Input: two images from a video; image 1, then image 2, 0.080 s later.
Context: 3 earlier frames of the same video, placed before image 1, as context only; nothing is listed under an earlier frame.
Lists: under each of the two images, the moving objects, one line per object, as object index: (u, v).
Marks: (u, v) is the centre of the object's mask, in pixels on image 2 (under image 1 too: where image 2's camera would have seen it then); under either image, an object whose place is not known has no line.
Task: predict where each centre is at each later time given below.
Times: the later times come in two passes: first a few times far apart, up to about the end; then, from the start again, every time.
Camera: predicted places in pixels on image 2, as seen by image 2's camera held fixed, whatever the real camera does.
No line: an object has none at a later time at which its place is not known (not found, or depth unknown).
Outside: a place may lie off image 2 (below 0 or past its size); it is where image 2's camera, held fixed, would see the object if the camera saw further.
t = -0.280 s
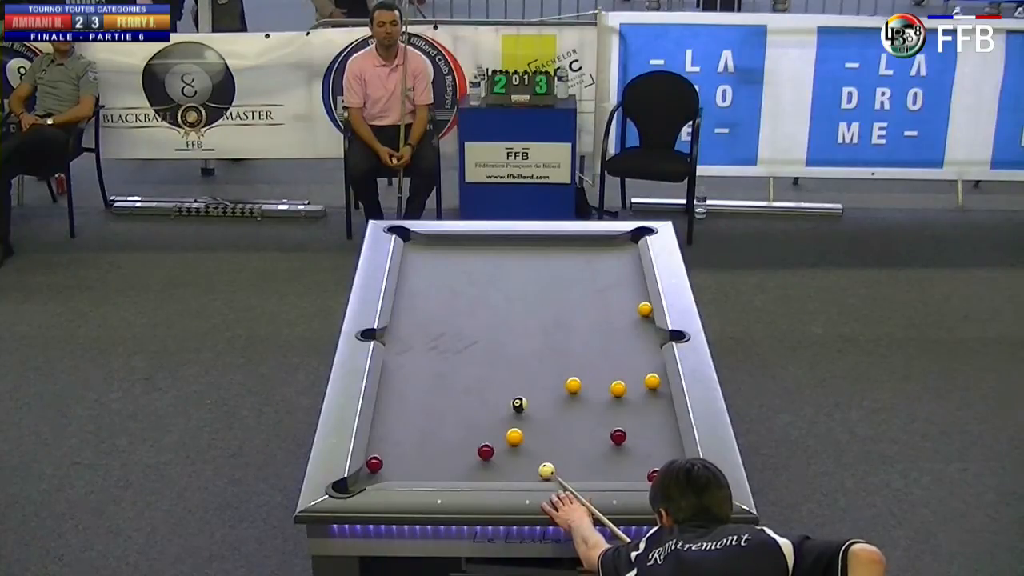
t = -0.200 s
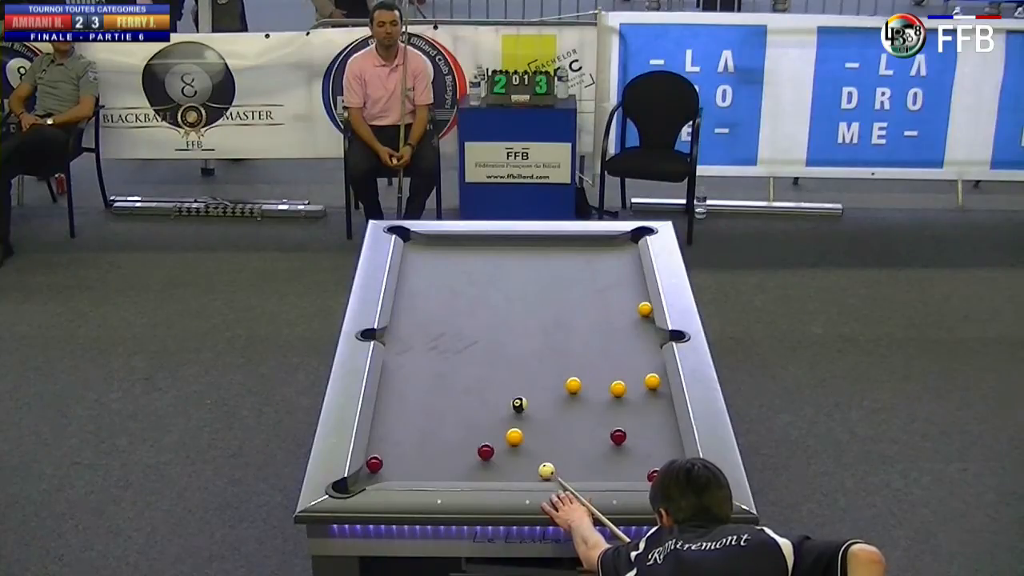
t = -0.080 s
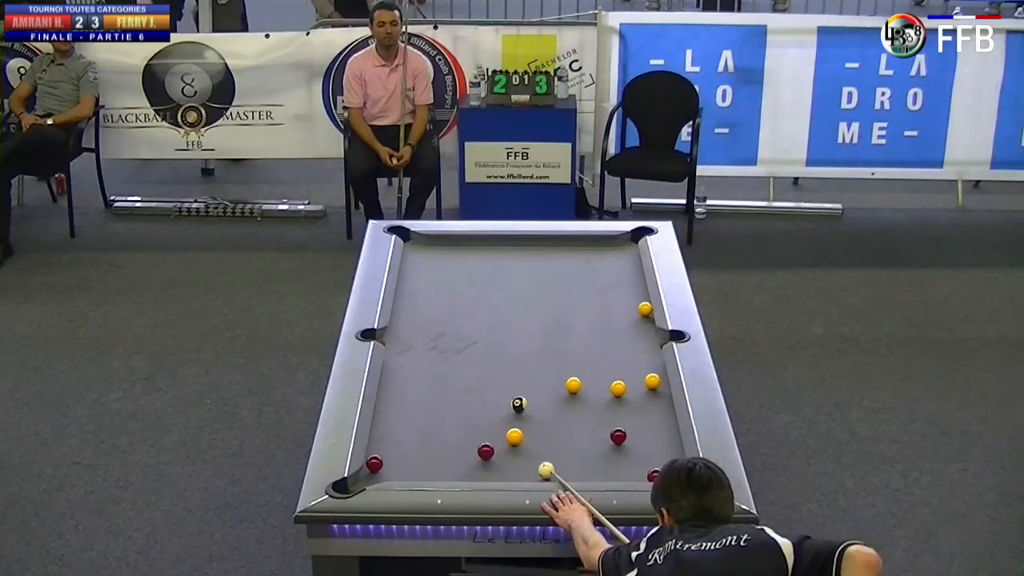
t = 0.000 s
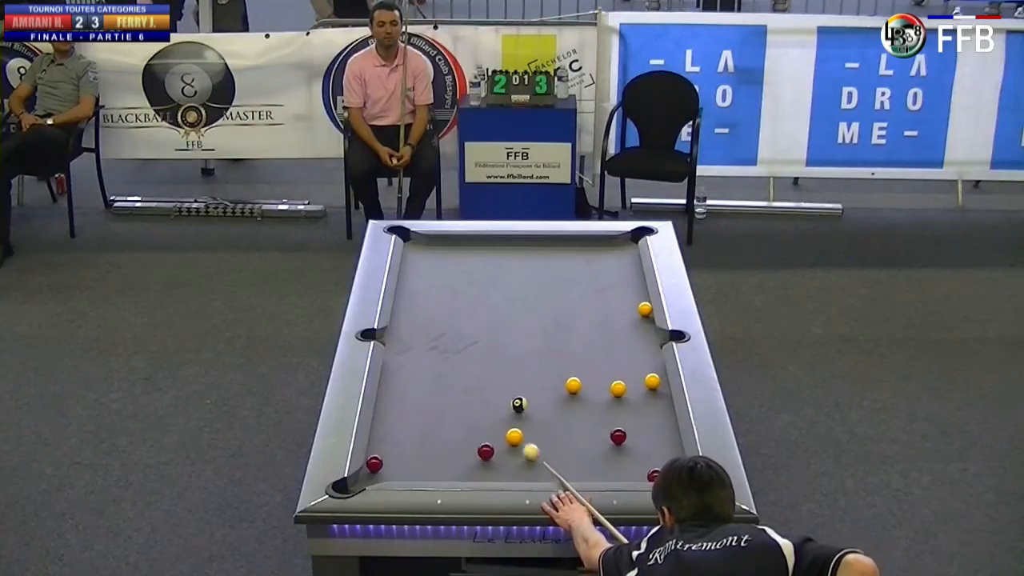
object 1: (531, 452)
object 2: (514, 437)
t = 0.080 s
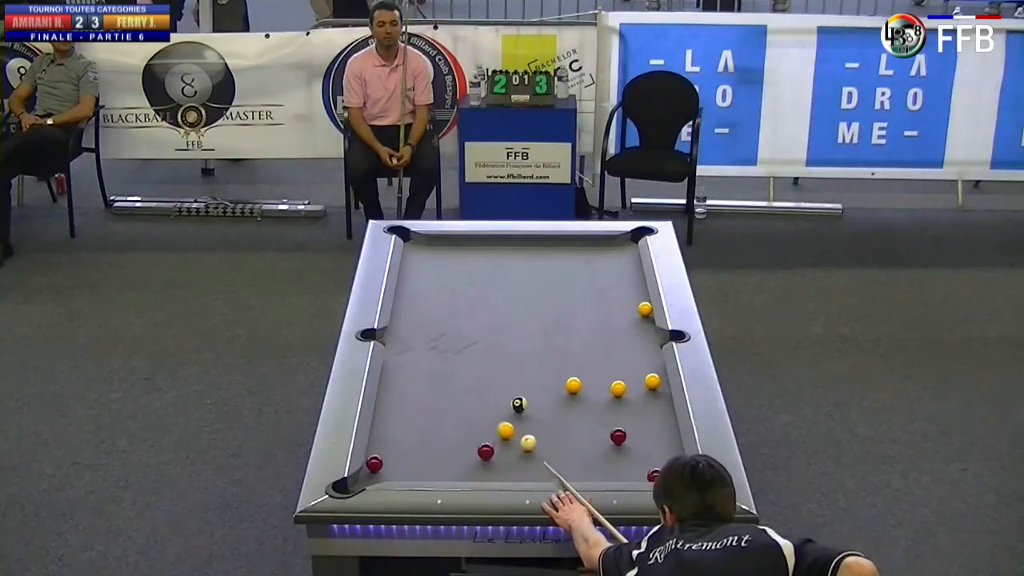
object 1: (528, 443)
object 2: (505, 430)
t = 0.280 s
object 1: (537, 432)
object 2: (473, 408)
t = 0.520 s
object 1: (545, 419)
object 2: (442, 387)
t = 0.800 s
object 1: (551, 405)
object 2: (408, 364)
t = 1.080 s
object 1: (557, 392)
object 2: (399, 345)
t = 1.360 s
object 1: (556, 384)
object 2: (415, 329)
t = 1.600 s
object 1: (553, 378)
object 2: (426, 317)
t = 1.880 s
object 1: (549, 373)
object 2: (439, 305)
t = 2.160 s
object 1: (546, 369)
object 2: (449, 294)
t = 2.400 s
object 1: (545, 366)
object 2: (457, 286)
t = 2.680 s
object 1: (543, 364)
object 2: (466, 277)
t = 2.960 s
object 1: (543, 364)
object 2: (473, 270)
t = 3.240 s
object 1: (543, 364)
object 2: (480, 264)
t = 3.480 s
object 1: (543, 364)
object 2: (484, 259)
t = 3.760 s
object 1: (543, 364)
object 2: (489, 255)
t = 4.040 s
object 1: (543, 364)
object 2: (493, 251)
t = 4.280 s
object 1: (543, 364)
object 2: (496, 248)
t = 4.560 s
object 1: (543, 364)
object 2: (498, 246)
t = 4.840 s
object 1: (543, 364)
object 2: (499, 245)
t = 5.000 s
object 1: (543, 364)
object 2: (500, 245)
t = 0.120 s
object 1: (531, 442)
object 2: (497, 425)
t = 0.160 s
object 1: (534, 440)
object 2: (491, 420)
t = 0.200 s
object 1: (535, 437)
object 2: (484, 416)
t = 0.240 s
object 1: (536, 435)
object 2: (479, 412)
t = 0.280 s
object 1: (537, 432)
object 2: (473, 408)
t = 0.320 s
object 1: (539, 430)
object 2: (468, 405)
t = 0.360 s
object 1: (540, 428)
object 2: (462, 401)
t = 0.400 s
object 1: (541, 426)
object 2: (457, 397)
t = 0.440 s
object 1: (542, 423)
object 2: (452, 394)
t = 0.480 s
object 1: (543, 421)
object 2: (447, 390)
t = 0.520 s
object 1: (545, 419)
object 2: (442, 387)
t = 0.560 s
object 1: (546, 417)
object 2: (437, 383)
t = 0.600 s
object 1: (546, 415)
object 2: (432, 380)
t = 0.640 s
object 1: (547, 413)
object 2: (427, 377)
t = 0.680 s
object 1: (548, 411)
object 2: (422, 373)
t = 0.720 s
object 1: (550, 408)
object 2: (417, 370)
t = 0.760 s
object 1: (550, 407)
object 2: (413, 367)
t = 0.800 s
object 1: (551, 405)
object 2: (408, 364)
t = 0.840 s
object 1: (552, 403)
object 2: (404, 361)
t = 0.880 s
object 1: (553, 401)
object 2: (399, 357)
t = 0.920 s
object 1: (554, 399)
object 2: (395, 355)
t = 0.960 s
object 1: (555, 398)
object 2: (391, 352)
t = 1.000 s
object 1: (556, 396)
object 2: (394, 350)
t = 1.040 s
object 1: (556, 394)
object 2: (397, 347)
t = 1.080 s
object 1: (557, 392)
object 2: (399, 345)
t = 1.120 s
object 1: (558, 391)
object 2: (402, 342)
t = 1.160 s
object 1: (558, 389)
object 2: (404, 340)
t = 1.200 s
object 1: (558, 388)
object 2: (406, 338)
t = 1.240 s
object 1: (558, 387)
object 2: (408, 336)
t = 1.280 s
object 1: (557, 386)
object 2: (410, 333)
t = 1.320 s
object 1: (557, 385)
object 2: (413, 331)
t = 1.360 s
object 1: (556, 384)
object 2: (415, 329)
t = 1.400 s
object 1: (556, 382)
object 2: (417, 327)
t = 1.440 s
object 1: (555, 381)
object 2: (418, 325)
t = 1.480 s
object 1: (554, 380)
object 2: (421, 323)
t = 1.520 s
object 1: (554, 380)
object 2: (423, 321)
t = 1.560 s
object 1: (553, 378)
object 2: (425, 319)
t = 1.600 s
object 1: (553, 378)
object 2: (426, 317)
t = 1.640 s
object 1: (552, 377)
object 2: (429, 315)
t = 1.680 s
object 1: (551, 376)
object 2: (430, 314)
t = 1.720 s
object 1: (551, 375)
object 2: (432, 312)
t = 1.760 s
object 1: (550, 375)
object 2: (433, 310)
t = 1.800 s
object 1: (550, 374)
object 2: (435, 308)
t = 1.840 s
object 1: (549, 373)
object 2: (437, 307)
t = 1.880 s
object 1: (549, 373)
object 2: (439, 305)
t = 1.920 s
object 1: (549, 372)
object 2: (440, 303)
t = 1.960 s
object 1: (548, 371)
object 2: (441, 302)
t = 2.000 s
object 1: (548, 371)
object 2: (443, 300)
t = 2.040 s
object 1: (547, 370)
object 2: (445, 299)
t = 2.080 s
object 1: (547, 369)
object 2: (446, 297)
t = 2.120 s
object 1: (546, 369)
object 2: (448, 296)
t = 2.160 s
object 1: (546, 369)
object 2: (449, 294)
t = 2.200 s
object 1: (546, 368)
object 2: (451, 293)
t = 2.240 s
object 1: (546, 368)
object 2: (452, 291)
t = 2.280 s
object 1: (546, 367)
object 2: (454, 290)
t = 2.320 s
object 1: (545, 367)
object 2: (455, 289)
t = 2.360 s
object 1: (545, 367)
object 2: (456, 288)
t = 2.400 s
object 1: (545, 366)
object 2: (457, 286)
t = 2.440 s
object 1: (544, 366)
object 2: (458, 285)
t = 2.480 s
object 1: (544, 365)
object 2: (459, 283)
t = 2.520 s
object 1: (544, 365)
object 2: (461, 282)
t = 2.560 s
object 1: (544, 365)
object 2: (462, 281)
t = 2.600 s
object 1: (544, 364)
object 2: (463, 280)
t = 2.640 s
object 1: (544, 364)
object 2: (465, 278)
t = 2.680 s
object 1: (543, 364)
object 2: (466, 277)
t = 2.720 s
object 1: (543, 364)
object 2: (467, 276)
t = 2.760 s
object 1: (543, 364)
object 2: (468, 275)
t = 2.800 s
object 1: (543, 364)
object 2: (469, 274)
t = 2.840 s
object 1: (543, 364)
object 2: (470, 273)
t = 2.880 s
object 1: (543, 364)
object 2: (471, 272)
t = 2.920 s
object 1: (543, 364)
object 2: (472, 271)
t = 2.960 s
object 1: (543, 364)
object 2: (473, 270)
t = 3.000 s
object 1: (543, 364)
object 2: (474, 269)
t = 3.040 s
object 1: (543, 364)
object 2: (475, 268)
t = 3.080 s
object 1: (543, 364)
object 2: (476, 267)
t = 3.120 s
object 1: (543, 364)
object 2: (477, 266)
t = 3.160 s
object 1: (543, 364)
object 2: (478, 265)
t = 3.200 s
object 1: (543, 364)
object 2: (479, 264)
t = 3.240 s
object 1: (543, 364)
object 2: (480, 264)
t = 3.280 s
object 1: (543, 364)
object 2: (480, 263)
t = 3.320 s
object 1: (543, 364)
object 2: (482, 262)
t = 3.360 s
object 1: (543, 364)
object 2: (482, 261)
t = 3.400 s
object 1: (543, 364)
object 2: (483, 261)
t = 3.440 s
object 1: (543, 364)
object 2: (483, 260)
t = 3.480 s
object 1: (543, 364)
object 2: (484, 259)
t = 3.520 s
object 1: (543, 364)
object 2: (485, 258)
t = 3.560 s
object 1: (543, 364)
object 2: (486, 258)
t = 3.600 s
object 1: (543, 364)
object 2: (486, 257)
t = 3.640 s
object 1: (543, 364)
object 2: (487, 256)
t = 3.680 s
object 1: (543, 364)
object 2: (488, 256)
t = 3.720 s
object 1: (543, 364)
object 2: (488, 255)
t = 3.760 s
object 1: (543, 364)
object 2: (489, 255)
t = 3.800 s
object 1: (543, 364)
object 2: (490, 254)
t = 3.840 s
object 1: (543, 364)
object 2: (490, 253)
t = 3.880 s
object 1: (543, 364)
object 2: (491, 253)
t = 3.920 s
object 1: (543, 364)
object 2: (491, 252)
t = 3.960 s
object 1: (543, 364)
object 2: (492, 252)
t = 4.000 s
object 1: (543, 364)
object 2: (492, 251)
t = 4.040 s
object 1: (543, 364)
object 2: (493, 251)
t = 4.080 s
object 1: (543, 364)
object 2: (493, 251)
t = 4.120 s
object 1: (543, 364)
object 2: (494, 250)
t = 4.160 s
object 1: (543, 364)
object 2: (494, 250)
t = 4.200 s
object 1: (543, 364)
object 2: (495, 249)
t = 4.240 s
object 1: (543, 364)
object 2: (496, 249)
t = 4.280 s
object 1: (543, 364)
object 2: (496, 248)
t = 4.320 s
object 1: (543, 364)
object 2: (496, 248)
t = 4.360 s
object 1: (543, 364)
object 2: (496, 248)
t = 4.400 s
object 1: (543, 364)
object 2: (497, 248)
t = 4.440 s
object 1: (543, 364)
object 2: (497, 247)
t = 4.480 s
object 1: (543, 364)
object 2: (497, 247)
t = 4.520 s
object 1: (543, 364)
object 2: (498, 247)
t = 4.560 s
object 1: (543, 364)
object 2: (498, 246)
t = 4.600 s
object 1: (543, 364)
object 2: (498, 246)
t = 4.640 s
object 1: (543, 364)
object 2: (499, 246)
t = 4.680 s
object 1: (543, 364)
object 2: (499, 246)
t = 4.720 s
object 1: (543, 364)
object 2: (499, 245)
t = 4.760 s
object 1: (543, 364)
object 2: (499, 245)
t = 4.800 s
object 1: (543, 364)
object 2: (499, 245)
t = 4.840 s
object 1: (543, 364)
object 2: (499, 245)
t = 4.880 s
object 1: (543, 364)
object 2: (499, 245)
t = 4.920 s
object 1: (543, 364)
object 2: (499, 245)
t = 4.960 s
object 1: (543, 364)
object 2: (500, 245)
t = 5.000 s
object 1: (543, 364)
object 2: (500, 245)
